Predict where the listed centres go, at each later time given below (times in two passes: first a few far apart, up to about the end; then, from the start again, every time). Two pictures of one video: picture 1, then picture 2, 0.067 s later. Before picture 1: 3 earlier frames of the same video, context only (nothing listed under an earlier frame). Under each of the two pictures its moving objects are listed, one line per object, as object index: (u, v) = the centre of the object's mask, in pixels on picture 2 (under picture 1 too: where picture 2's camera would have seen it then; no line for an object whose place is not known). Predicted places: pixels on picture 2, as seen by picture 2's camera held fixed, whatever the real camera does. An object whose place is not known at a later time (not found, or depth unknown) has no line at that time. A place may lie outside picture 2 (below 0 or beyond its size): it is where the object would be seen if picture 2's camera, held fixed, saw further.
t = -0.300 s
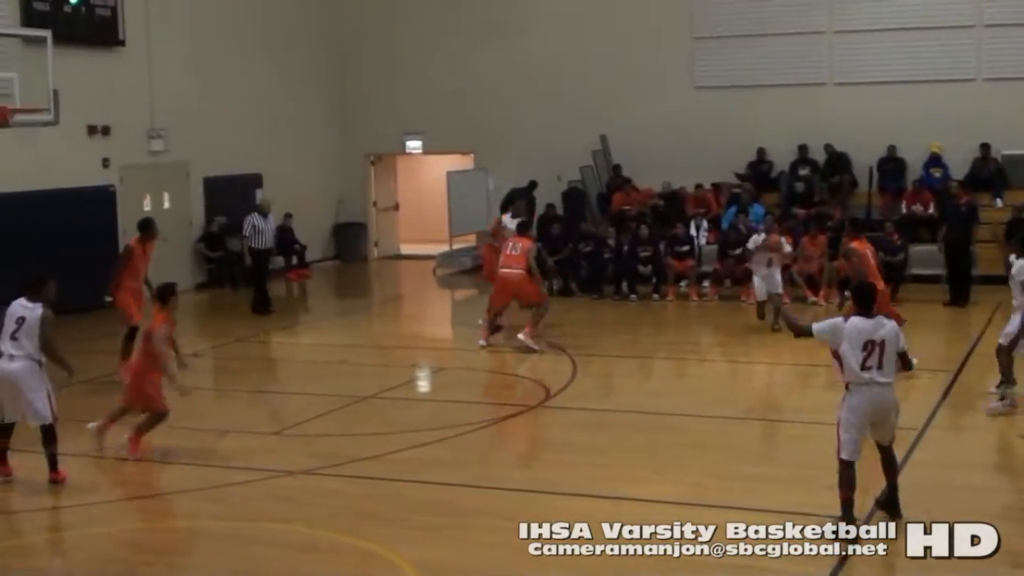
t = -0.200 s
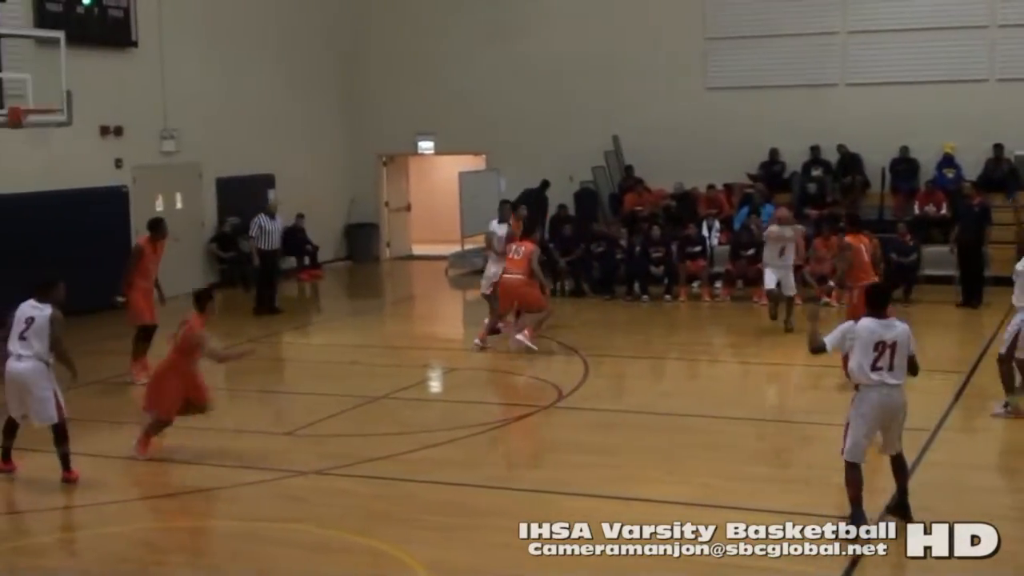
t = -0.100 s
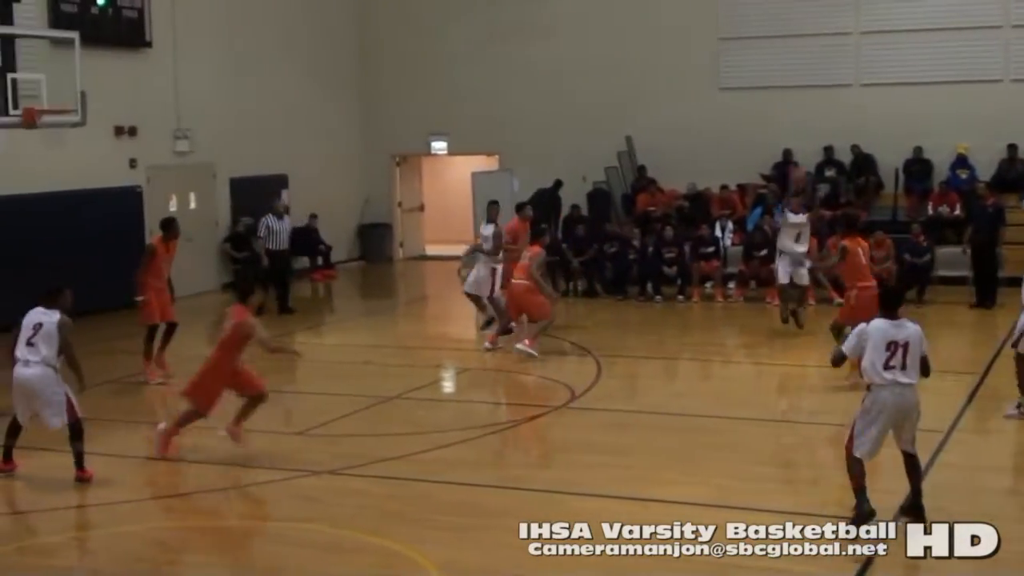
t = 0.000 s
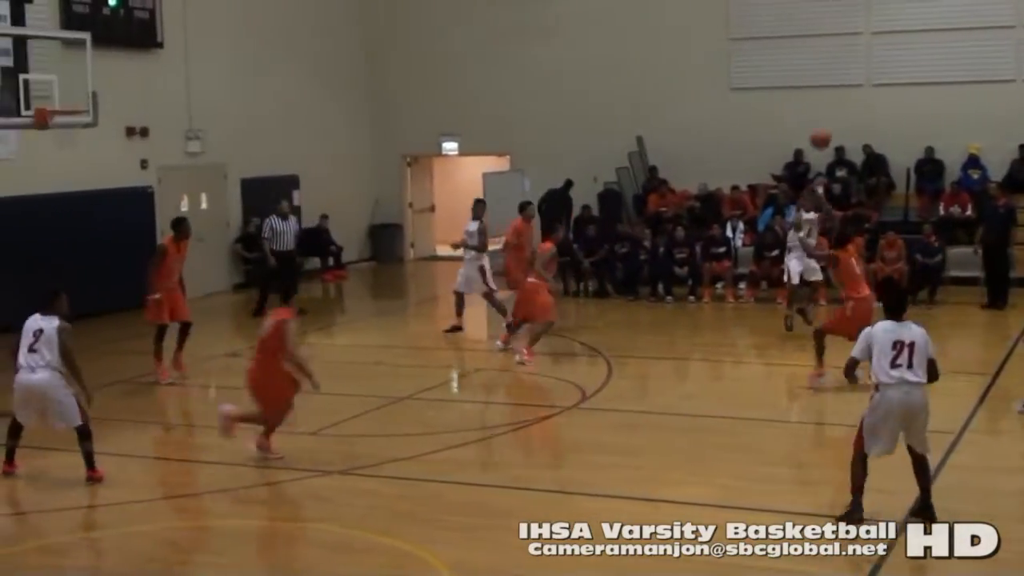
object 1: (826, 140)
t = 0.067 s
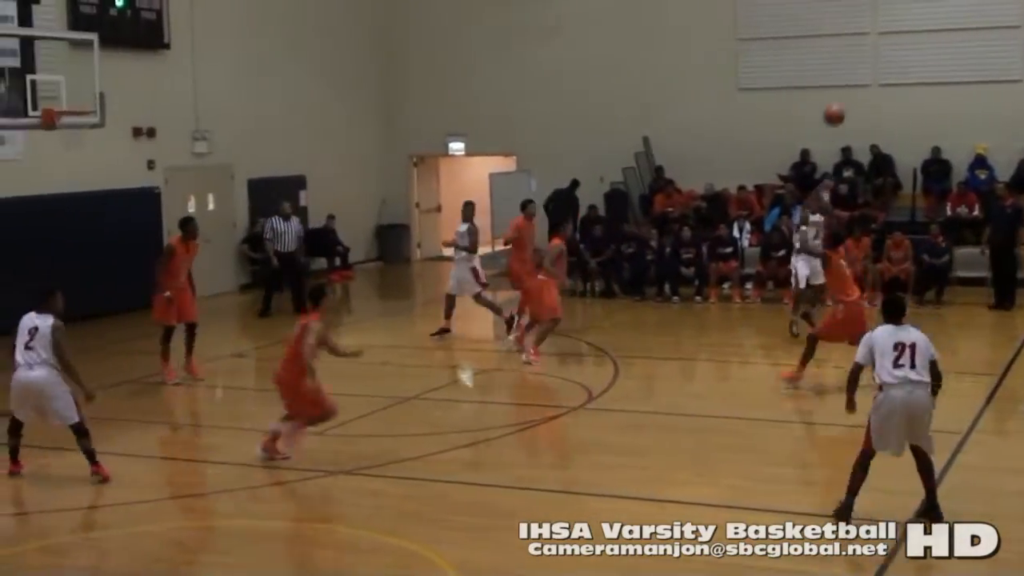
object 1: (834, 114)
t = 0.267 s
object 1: (859, 60)
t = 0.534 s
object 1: (897, 29)
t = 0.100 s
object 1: (838, 104)
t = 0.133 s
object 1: (842, 94)
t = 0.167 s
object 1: (846, 85)
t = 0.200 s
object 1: (850, 76)
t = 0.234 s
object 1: (854, 68)
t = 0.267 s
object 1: (859, 60)
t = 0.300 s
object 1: (863, 53)
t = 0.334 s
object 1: (867, 47)
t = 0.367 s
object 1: (872, 41)
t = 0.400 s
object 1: (876, 36)
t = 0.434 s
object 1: (881, 33)
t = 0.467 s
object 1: (886, 31)
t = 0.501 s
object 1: (891, 29)
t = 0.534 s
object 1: (897, 29)
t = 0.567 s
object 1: (903, 30)
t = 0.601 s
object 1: (909, 32)
